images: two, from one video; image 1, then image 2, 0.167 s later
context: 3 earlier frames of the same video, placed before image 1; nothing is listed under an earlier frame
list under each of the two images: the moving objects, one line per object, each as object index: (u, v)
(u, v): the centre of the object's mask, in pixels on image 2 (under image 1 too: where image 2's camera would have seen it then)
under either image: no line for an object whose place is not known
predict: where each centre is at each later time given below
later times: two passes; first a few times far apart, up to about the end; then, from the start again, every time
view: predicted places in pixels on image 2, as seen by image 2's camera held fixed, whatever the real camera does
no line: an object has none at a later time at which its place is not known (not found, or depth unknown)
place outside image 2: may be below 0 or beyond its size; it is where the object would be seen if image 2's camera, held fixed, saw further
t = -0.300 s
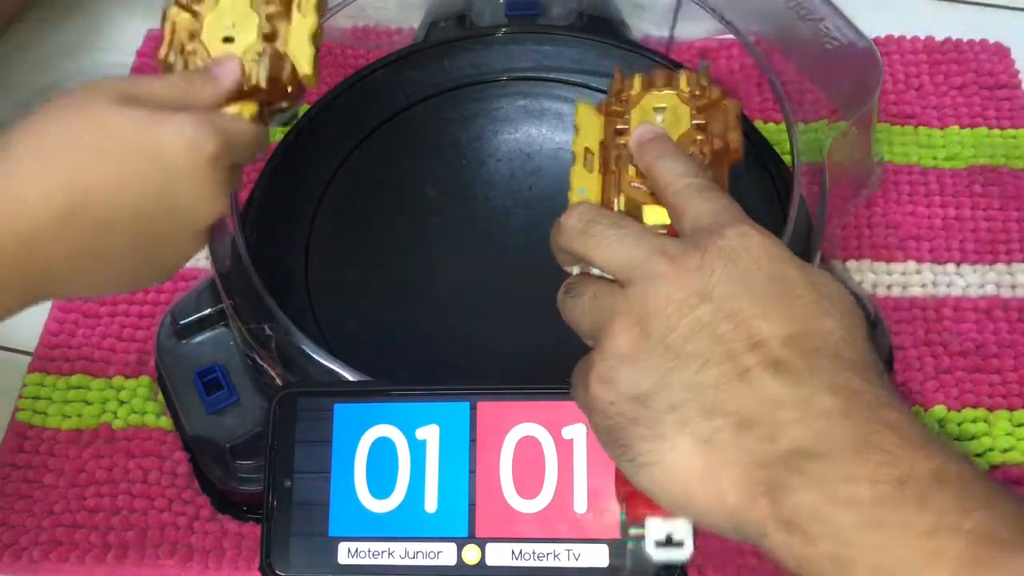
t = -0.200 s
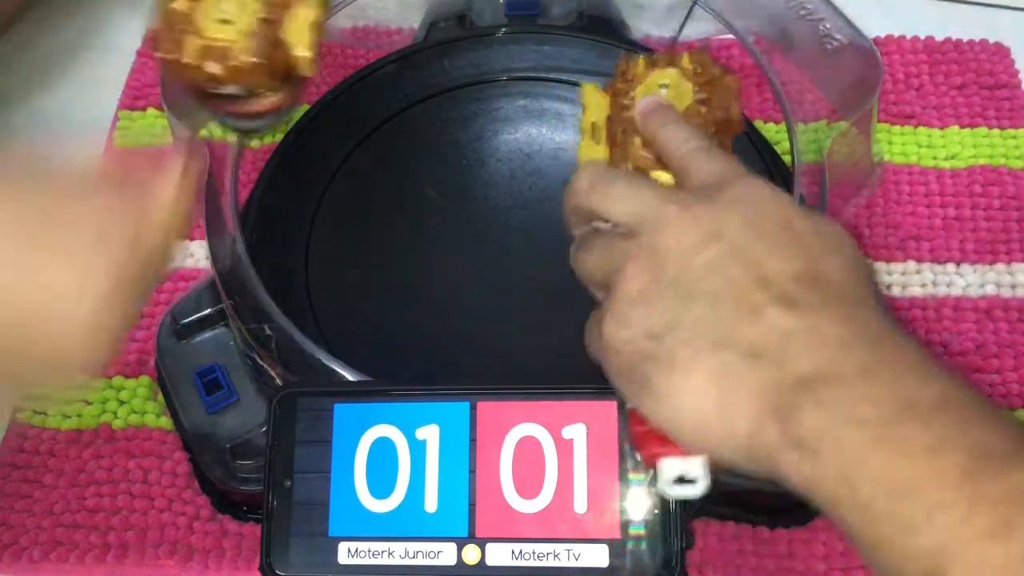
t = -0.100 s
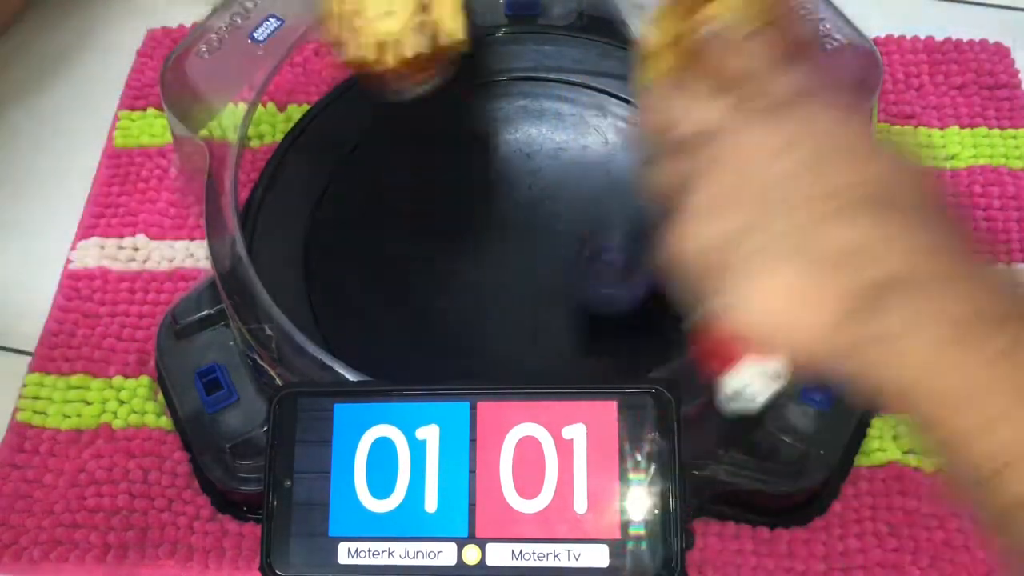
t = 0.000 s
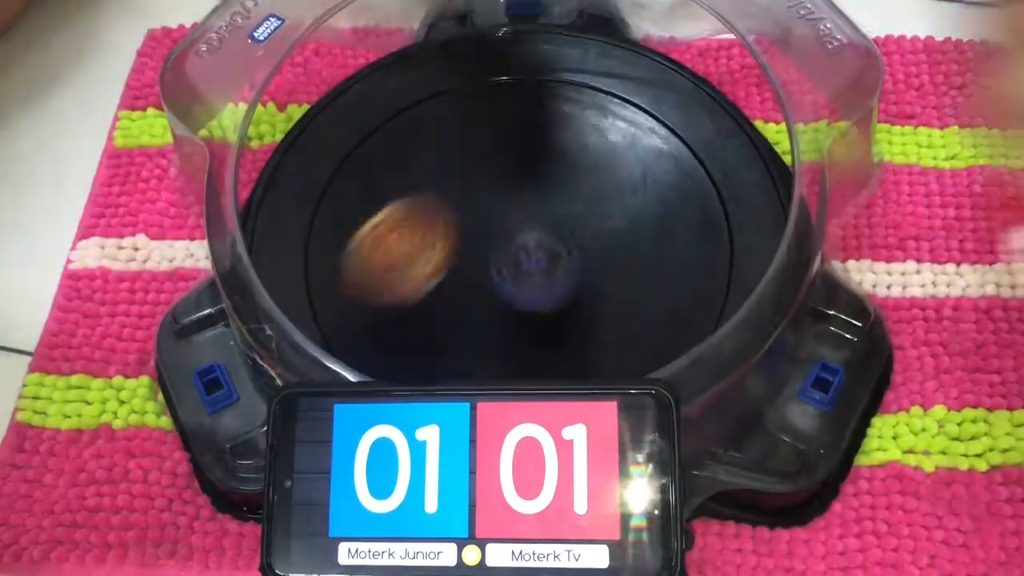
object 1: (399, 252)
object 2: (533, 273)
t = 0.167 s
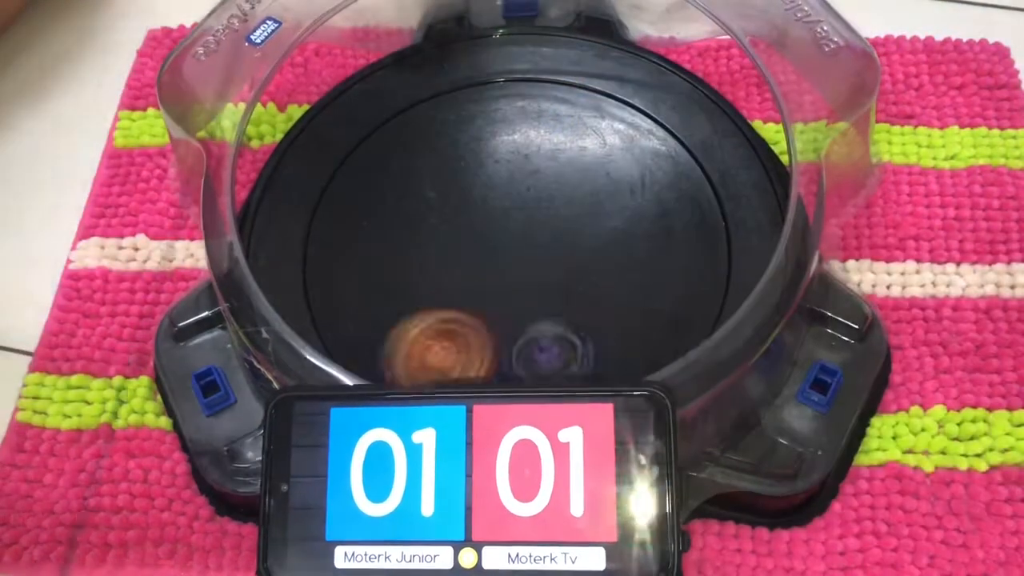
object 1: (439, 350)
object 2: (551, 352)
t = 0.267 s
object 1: (494, 300)
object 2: (639, 351)
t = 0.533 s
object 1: (524, 171)
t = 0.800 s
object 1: (295, 205)
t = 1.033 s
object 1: (347, 343)
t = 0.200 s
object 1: (461, 336)
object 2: (588, 363)
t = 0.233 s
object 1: (477, 320)
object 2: (620, 366)
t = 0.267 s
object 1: (494, 300)
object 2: (639, 351)
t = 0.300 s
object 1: (512, 279)
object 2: (653, 341)
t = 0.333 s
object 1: (528, 259)
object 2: (667, 324)
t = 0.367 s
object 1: (543, 240)
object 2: (682, 301)
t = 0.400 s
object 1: (558, 224)
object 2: (684, 270)
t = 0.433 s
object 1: (567, 211)
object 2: (673, 239)
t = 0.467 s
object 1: (567, 197)
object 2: (660, 213)
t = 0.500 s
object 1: (548, 183)
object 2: (654, 194)
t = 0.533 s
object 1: (524, 171)
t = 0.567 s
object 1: (497, 161)
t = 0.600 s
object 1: (470, 158)
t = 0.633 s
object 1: (443, 157)
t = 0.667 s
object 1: (417, 160)
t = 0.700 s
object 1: (387, 169)
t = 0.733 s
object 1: (350, 174)
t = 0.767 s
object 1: (314, 188)
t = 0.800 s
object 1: (295, 205)
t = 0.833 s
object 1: (287, 227)
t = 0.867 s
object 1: (286, 249)
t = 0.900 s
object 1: (289, 269)
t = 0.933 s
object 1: (298, 286)
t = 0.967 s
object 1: (311, 305)
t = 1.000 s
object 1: (327, 324)
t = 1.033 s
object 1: (347, 343)
